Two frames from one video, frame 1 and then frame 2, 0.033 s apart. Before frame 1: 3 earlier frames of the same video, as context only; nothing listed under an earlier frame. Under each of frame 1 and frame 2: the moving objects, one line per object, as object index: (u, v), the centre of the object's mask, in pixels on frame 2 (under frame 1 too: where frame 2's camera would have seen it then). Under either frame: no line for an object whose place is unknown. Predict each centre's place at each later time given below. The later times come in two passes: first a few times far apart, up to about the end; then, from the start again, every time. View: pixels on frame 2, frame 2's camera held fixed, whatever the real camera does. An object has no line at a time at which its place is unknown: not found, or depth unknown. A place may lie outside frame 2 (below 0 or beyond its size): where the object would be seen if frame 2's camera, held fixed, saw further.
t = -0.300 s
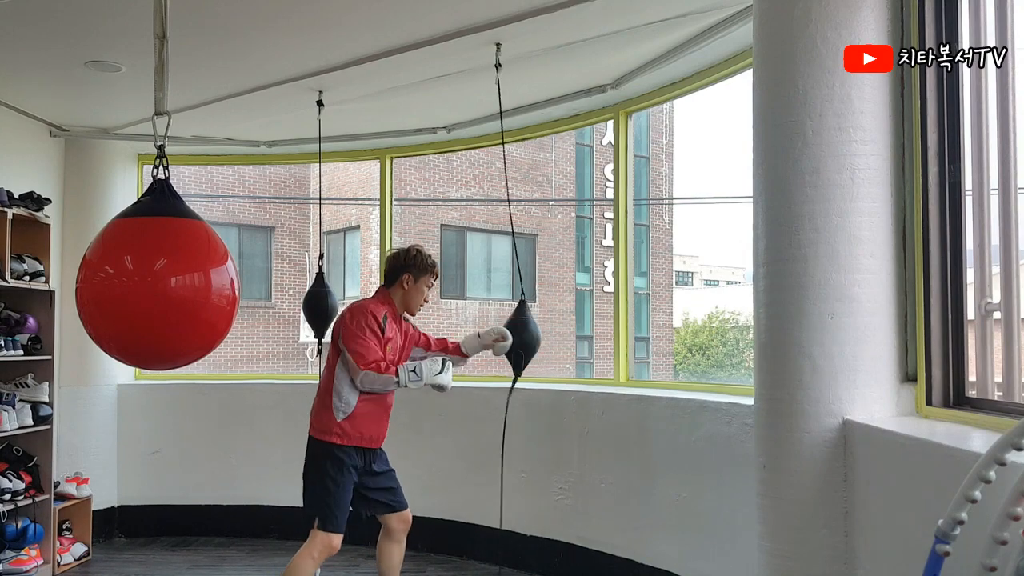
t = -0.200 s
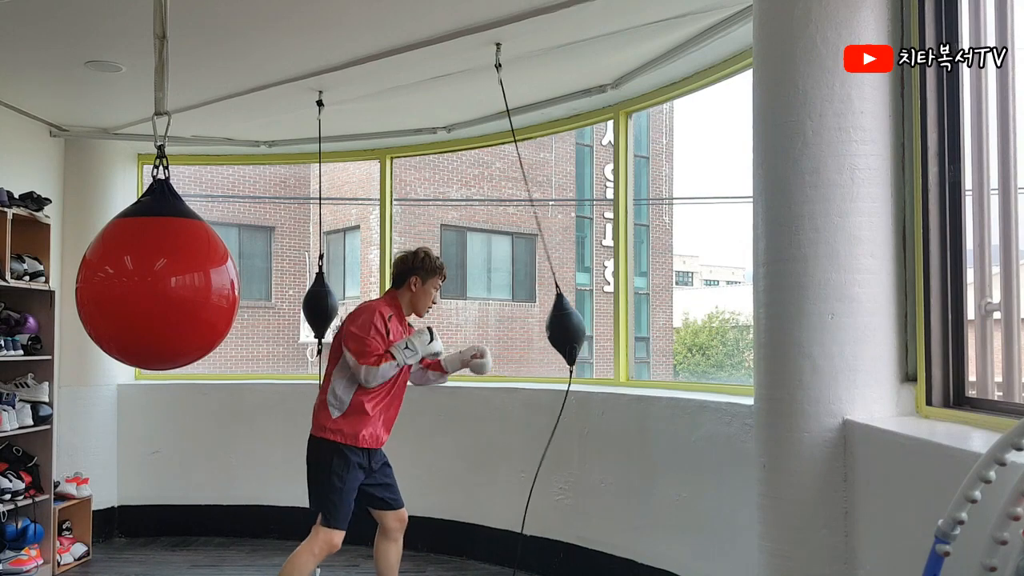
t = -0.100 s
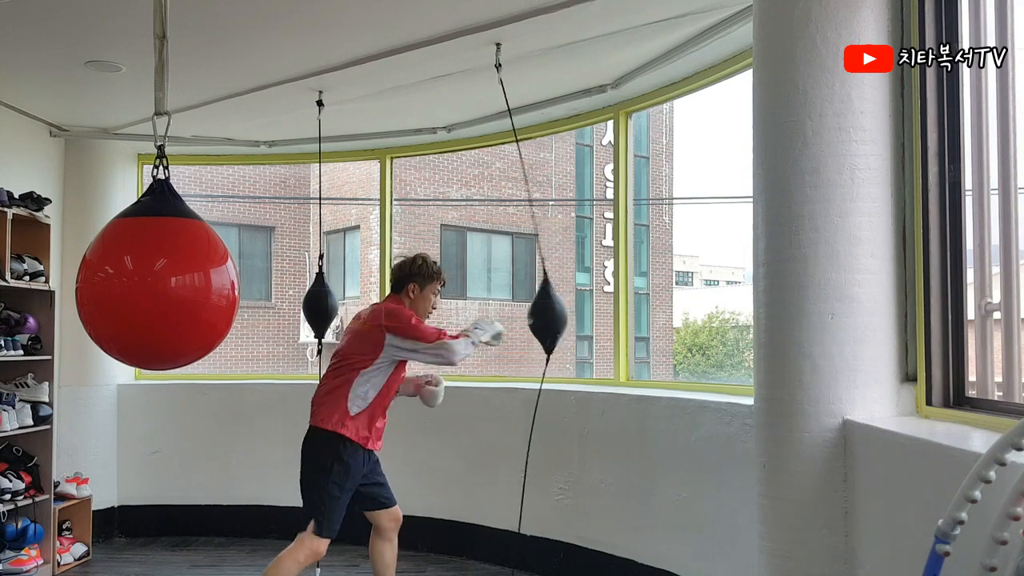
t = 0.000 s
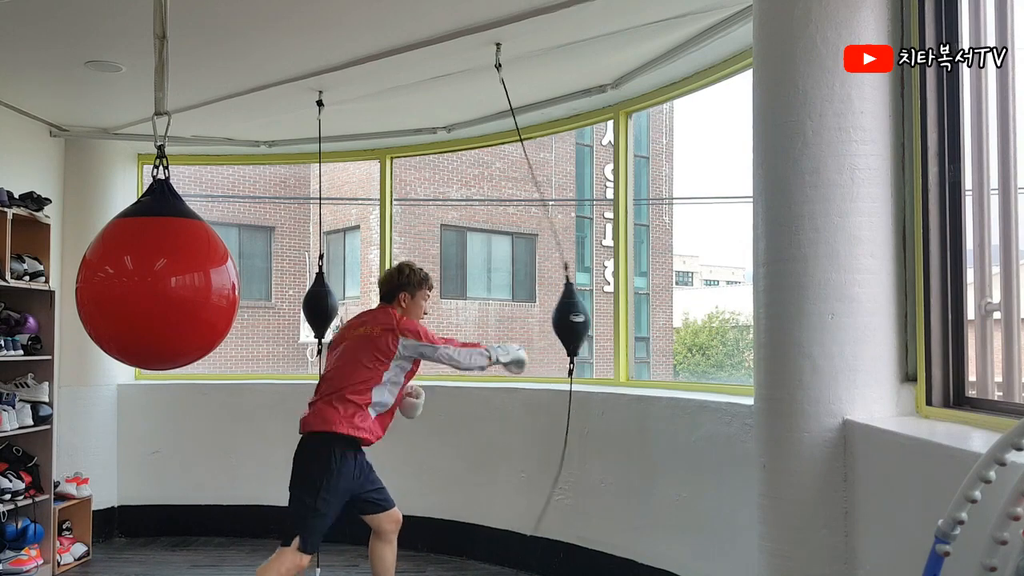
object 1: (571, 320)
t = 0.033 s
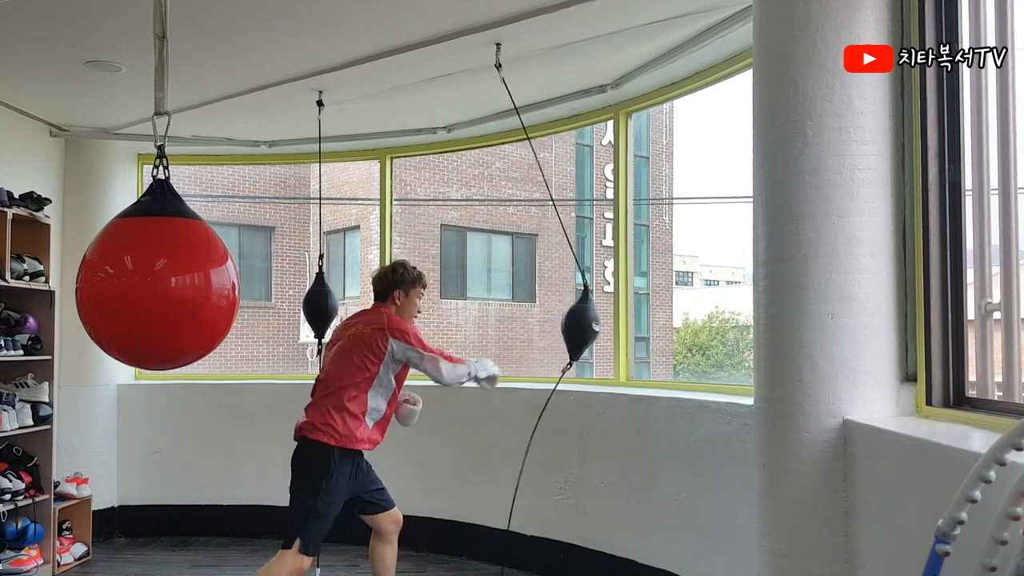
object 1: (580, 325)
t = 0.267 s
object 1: (424, 319)
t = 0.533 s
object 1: (550, 325)
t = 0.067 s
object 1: (575, 329)
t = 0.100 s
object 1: (561, 333)
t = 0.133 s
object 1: (539, 336)
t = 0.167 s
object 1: (511, 337)
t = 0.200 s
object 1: (481, 332)
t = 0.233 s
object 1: (451, 325)
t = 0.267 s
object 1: (424, 319)
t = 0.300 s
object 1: (410, 315)
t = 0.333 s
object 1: (407, 316)
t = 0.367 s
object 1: (419, 322)
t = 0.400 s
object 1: (441, 329)
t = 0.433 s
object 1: (469, 334)
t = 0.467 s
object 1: (500, 334)
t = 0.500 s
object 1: (528, 331)
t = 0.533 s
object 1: (550, 325)
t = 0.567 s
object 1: (566, 321)
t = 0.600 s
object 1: (573, 321)
